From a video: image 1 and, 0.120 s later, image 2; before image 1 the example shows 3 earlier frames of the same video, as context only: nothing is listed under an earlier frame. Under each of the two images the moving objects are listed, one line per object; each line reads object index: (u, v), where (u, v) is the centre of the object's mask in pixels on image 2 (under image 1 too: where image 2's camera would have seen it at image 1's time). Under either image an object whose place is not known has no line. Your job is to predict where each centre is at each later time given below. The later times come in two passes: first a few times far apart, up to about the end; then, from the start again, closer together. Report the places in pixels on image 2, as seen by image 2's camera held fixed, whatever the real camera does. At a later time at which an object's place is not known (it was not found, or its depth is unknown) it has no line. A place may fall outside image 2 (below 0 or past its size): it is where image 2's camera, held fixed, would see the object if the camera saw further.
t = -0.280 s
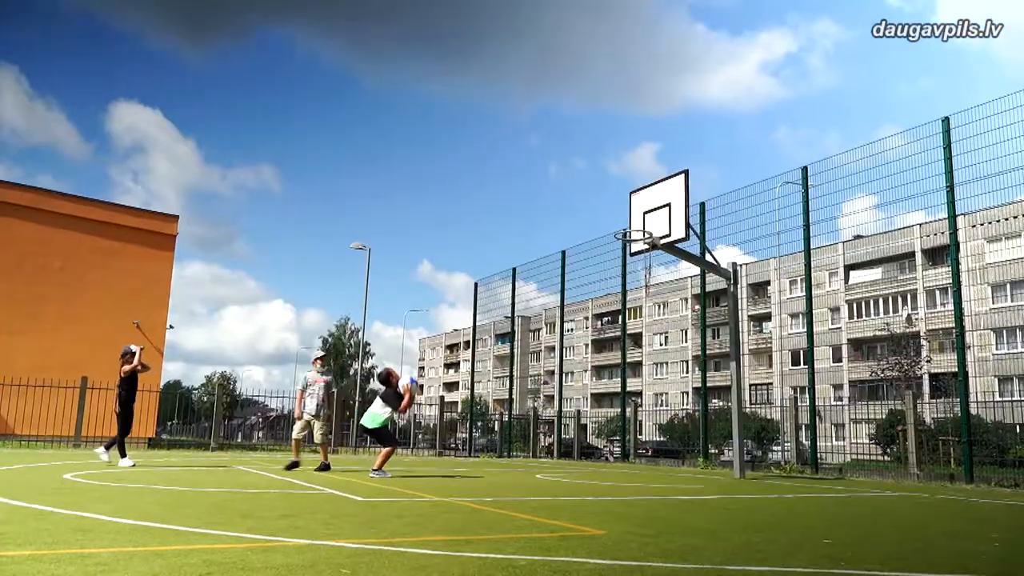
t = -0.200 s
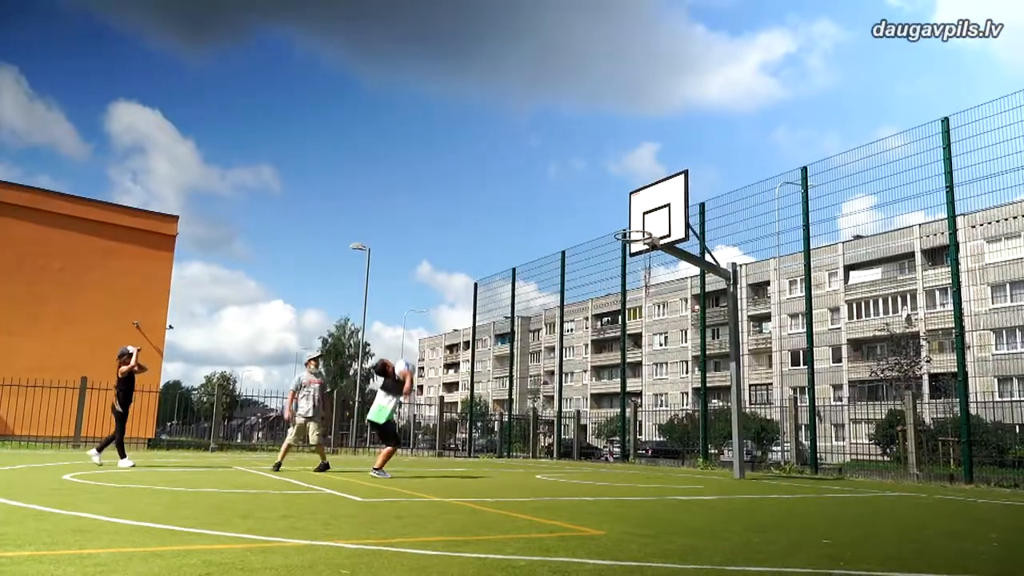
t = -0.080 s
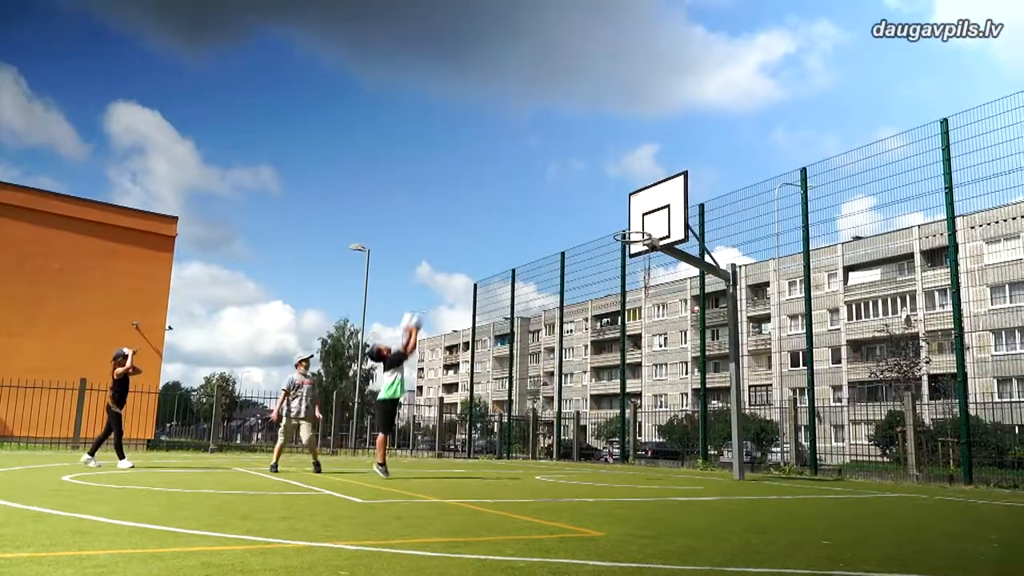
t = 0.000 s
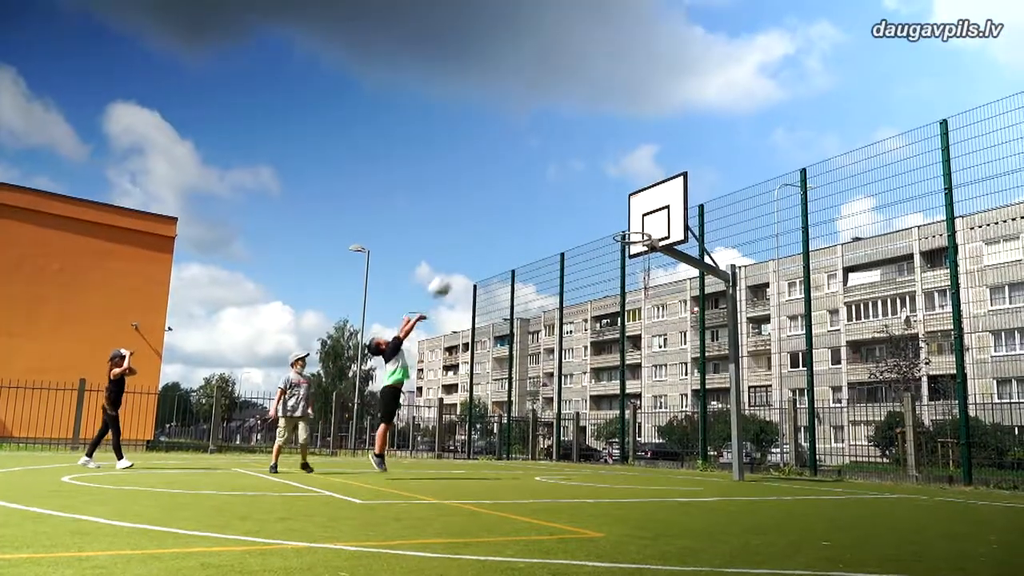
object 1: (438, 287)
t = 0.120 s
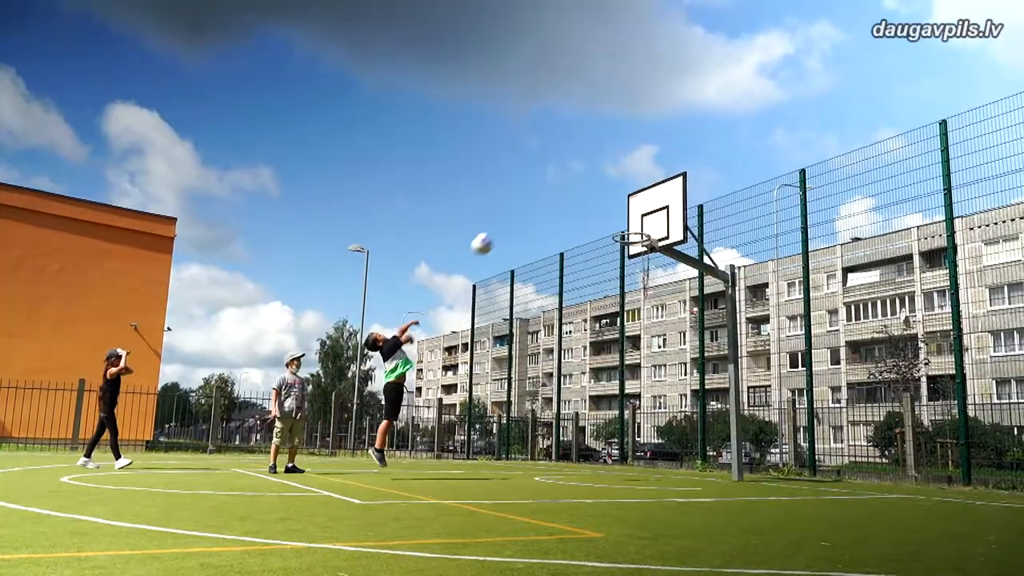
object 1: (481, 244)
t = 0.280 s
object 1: (536, 209)
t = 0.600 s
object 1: (631, 204)
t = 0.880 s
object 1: (657, 246)
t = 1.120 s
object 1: (620, 318)
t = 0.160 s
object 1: (495, 233)
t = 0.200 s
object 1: (509, 224)
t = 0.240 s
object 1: (523, 216)
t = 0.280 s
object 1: (536, 209)
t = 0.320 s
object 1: (548, 204)
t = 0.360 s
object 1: (561, 200)
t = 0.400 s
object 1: (573, 198)
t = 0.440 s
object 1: (585, 197)
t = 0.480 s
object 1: (597, 197)
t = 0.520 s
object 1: (609, 198)
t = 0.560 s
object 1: (620, 200)
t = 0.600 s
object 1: (631, 204)
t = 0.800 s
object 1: (669, 233)
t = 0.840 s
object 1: (662, 240)
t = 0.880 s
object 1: (657, 246)
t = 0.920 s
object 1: (651, 253)
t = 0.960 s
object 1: (645, 264)
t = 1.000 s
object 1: (639, 275)
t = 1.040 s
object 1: (633, 286)
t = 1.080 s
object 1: (624, 301)
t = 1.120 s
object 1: (620, 318)
